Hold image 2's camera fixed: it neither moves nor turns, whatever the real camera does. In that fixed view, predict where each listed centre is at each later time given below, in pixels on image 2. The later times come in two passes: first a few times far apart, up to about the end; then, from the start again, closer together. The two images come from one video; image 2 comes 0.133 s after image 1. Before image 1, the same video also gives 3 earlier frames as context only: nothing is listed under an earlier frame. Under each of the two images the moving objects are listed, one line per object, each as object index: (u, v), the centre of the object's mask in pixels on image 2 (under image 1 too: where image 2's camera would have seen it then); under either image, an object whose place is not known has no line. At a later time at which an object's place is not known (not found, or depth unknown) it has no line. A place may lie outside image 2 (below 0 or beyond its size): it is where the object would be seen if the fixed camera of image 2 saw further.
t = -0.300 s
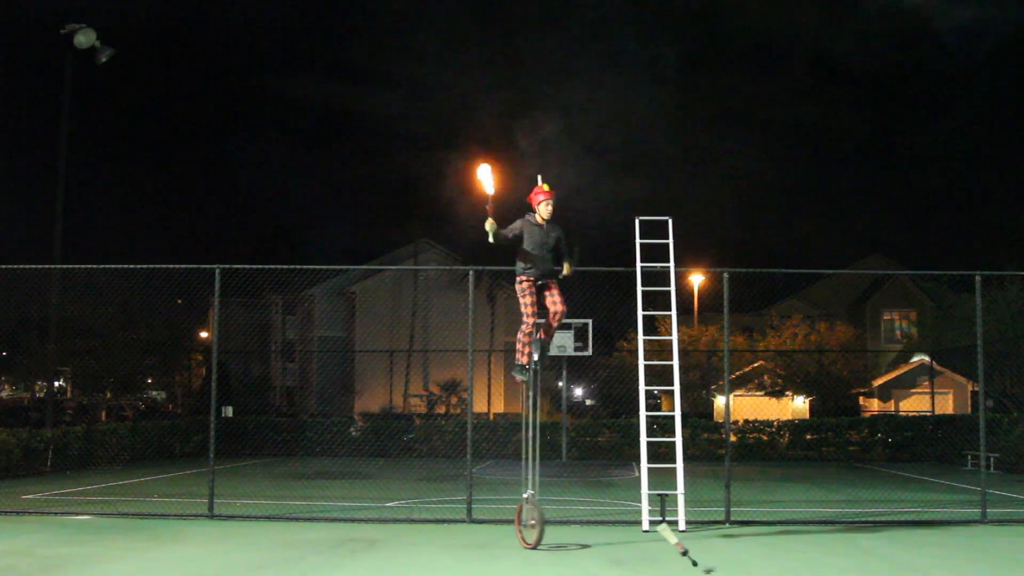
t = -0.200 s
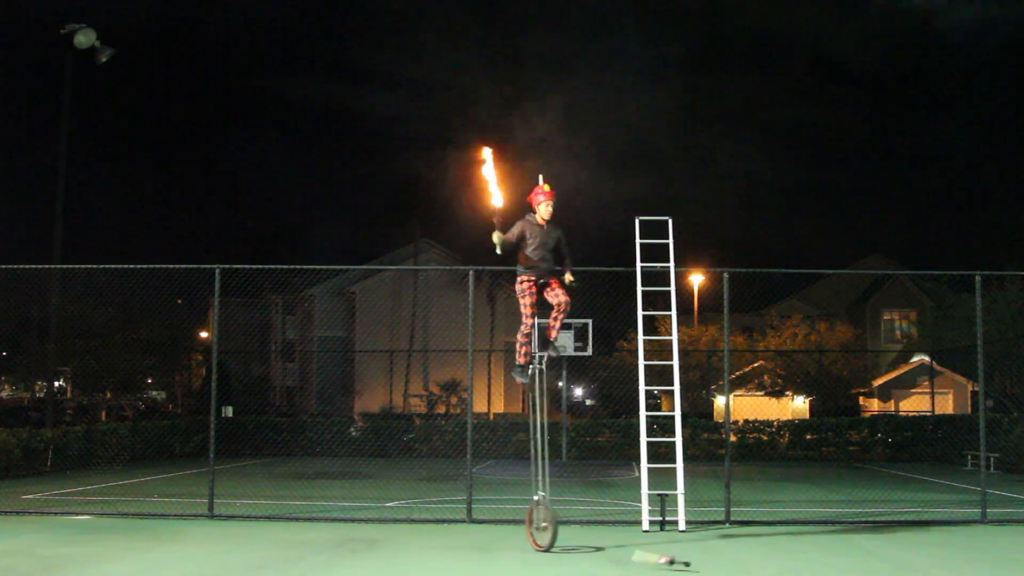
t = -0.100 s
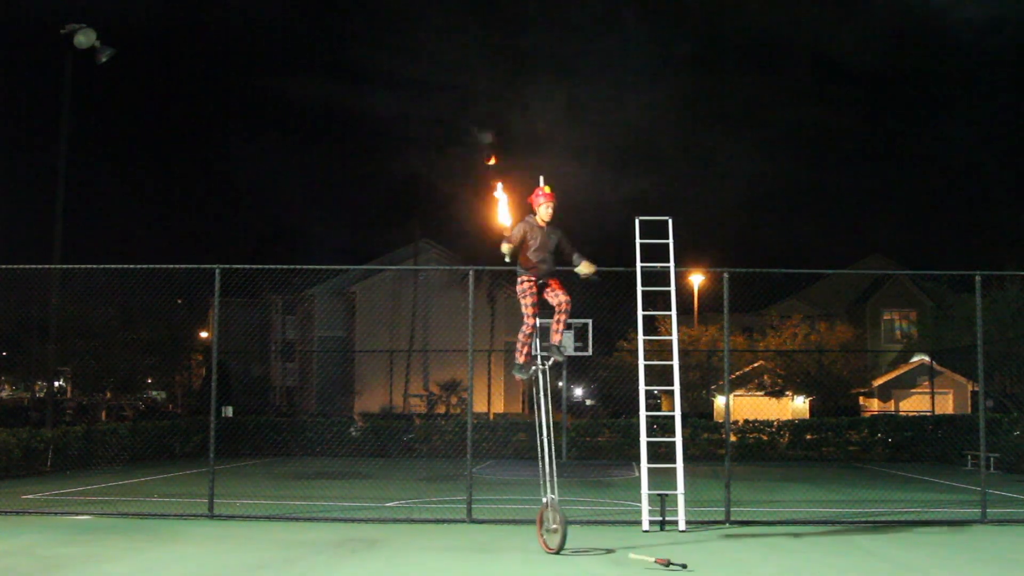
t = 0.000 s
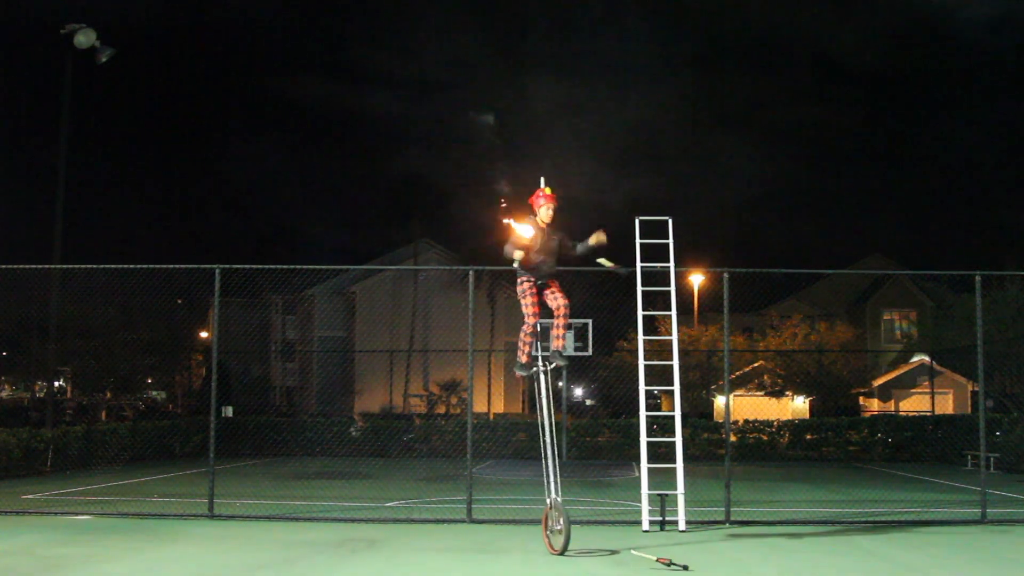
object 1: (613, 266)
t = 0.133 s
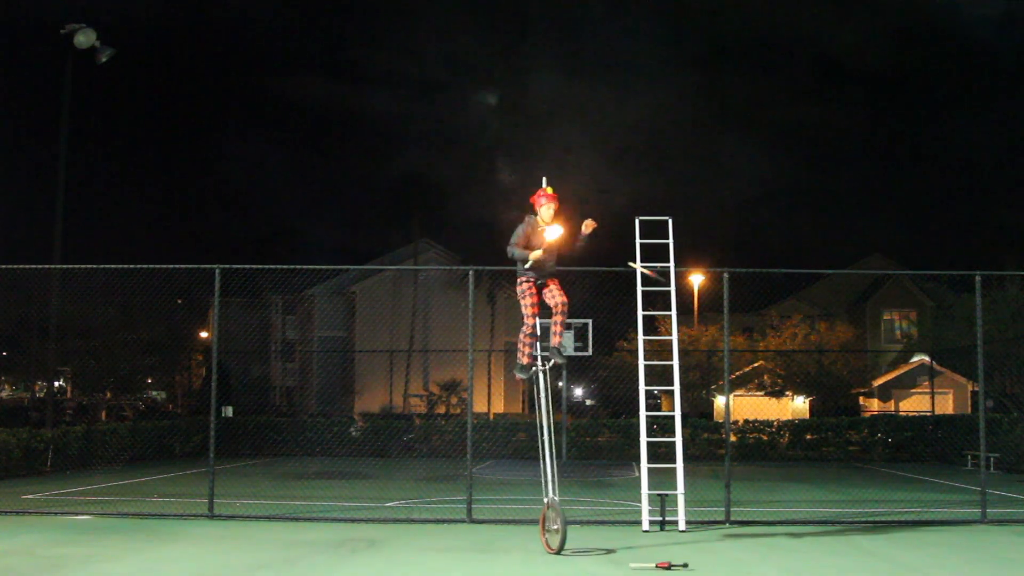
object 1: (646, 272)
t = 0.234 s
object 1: (673, 288)
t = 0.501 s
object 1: (741, 387)
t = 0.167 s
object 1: (655, 276)
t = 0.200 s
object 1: (664, 281)
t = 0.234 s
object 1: (673, 288)
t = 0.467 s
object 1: (735, 373)
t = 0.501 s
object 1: (741, 387)
